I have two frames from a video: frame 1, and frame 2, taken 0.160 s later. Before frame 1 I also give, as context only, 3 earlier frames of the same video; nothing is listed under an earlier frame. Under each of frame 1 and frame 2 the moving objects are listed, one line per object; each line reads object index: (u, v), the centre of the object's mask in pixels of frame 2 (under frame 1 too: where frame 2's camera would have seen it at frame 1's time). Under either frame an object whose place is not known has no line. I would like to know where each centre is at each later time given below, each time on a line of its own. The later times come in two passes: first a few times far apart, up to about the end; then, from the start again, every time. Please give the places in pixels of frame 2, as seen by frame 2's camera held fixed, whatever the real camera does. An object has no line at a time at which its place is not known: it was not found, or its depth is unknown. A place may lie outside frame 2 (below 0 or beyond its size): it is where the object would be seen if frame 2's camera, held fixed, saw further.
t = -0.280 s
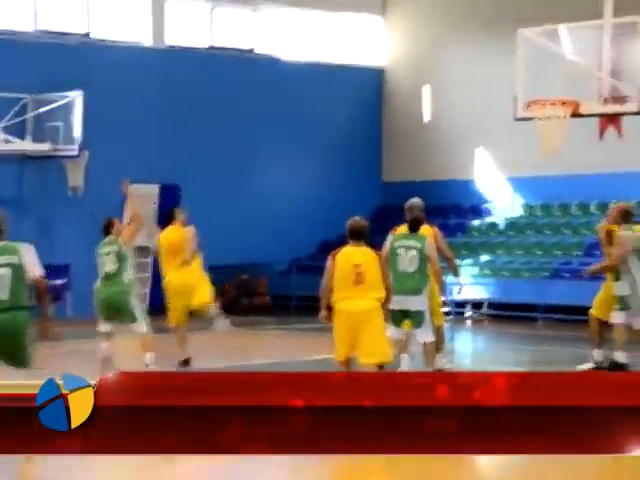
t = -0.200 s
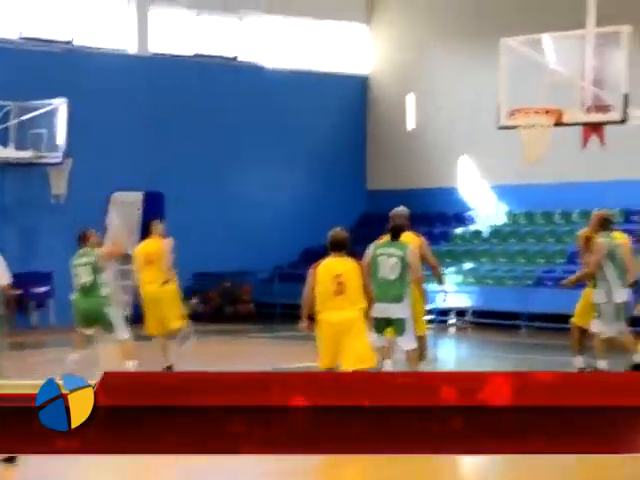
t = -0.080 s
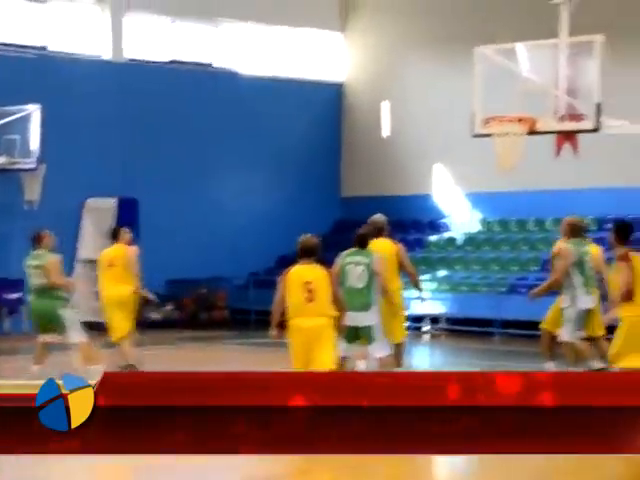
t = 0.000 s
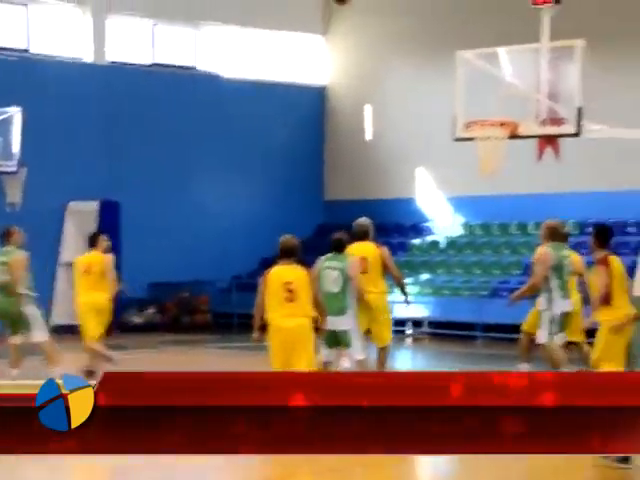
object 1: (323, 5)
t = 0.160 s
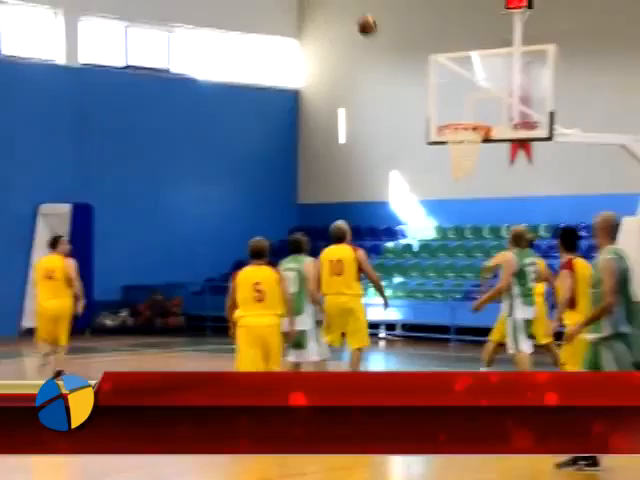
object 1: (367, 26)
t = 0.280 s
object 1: (400, 60)
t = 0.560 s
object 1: (464, 122)
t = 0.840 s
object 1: (461, 122)
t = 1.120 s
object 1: (438, 147)
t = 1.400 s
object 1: (443, 194)
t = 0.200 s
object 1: (377, 36)
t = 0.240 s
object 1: (389, 48)
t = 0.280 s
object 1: (400, 60)
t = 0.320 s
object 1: (410, 74)
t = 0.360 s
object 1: (421, 91)
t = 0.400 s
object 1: (433, 108)
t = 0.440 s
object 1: (443, 118)
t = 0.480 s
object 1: (451, 119)
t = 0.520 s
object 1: (461, 120)
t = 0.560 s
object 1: (464, 122)
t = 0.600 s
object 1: (457, 121)
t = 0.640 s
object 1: (449, 121)
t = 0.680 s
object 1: (450, 120)
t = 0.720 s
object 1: (457, 119)
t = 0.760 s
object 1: (463, 119)
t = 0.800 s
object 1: (466, 120)
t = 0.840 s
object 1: (461, 122)
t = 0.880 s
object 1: (453, 128)
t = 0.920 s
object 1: (450, 132)
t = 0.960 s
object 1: (441, 138)
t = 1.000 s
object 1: (441, 139)
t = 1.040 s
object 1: (440, 141)
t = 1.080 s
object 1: (439, 142)
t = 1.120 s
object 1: (438, 147)
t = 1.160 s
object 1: (438, 150)
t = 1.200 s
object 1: (439, 155)
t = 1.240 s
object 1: (440, 159)
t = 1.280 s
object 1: (440, 168)
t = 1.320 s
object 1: (441, 175)
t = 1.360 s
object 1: (442, 183)
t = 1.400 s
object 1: (443, 194)
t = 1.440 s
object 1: (445, 207)
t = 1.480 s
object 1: (446, 220)
